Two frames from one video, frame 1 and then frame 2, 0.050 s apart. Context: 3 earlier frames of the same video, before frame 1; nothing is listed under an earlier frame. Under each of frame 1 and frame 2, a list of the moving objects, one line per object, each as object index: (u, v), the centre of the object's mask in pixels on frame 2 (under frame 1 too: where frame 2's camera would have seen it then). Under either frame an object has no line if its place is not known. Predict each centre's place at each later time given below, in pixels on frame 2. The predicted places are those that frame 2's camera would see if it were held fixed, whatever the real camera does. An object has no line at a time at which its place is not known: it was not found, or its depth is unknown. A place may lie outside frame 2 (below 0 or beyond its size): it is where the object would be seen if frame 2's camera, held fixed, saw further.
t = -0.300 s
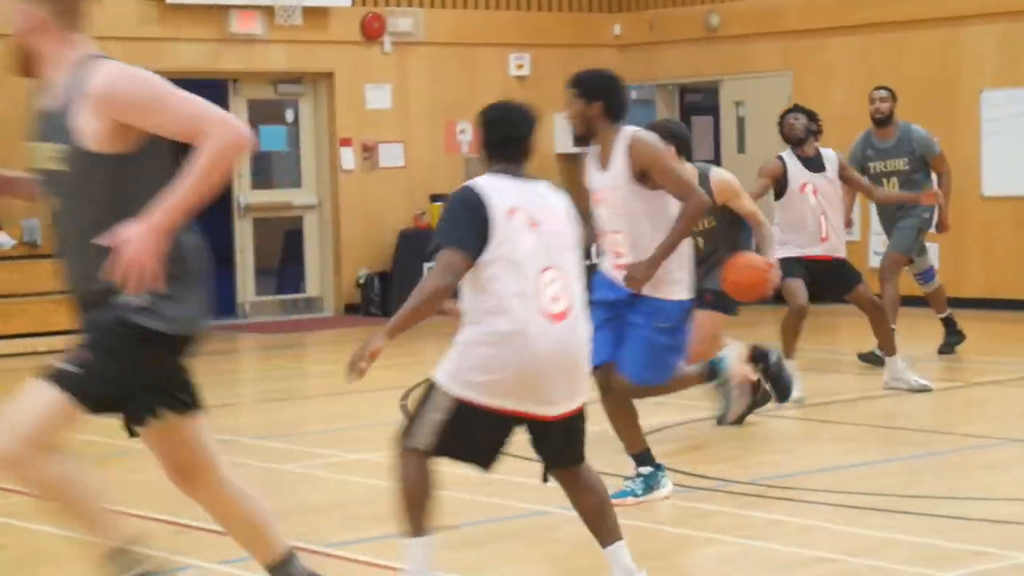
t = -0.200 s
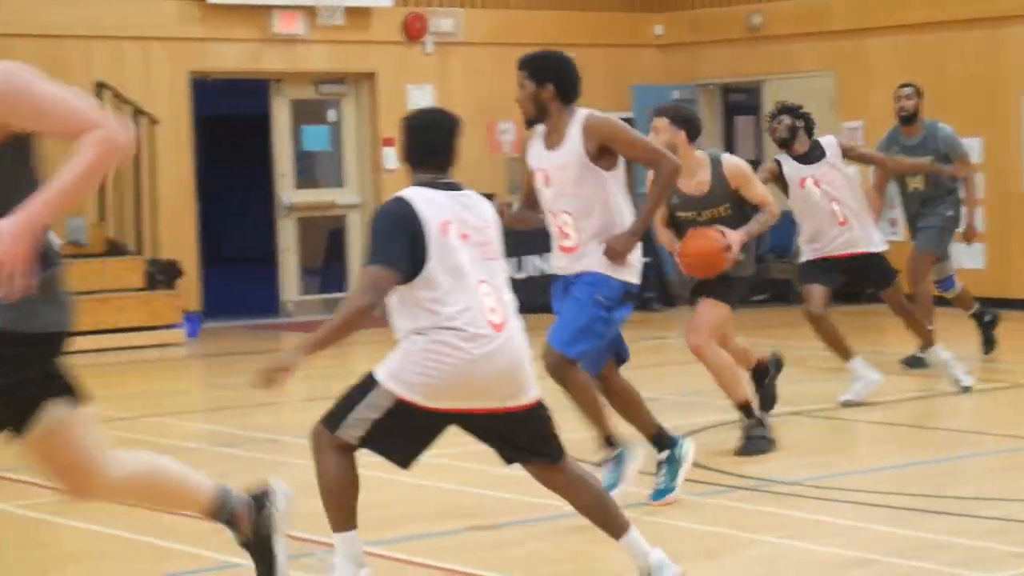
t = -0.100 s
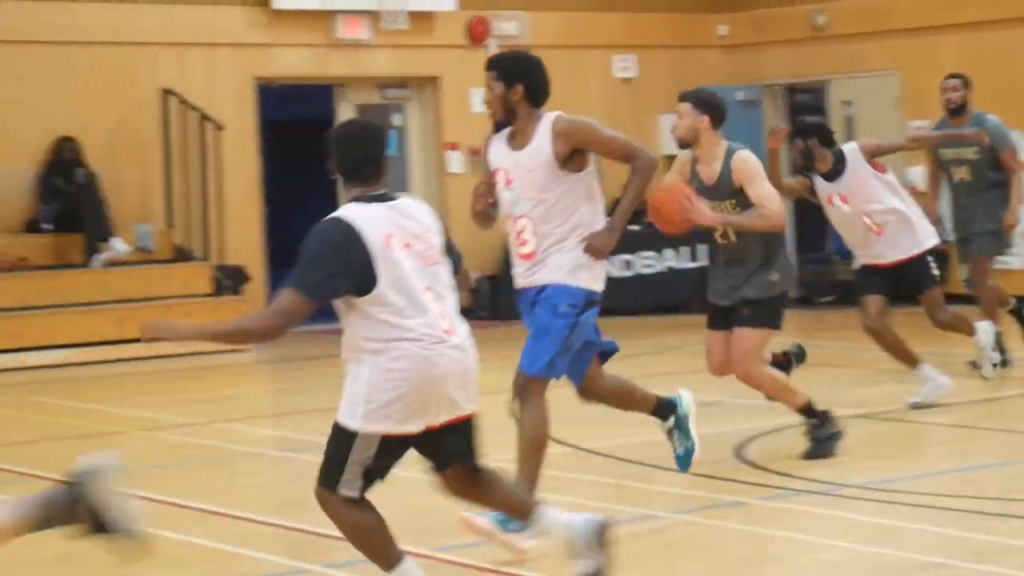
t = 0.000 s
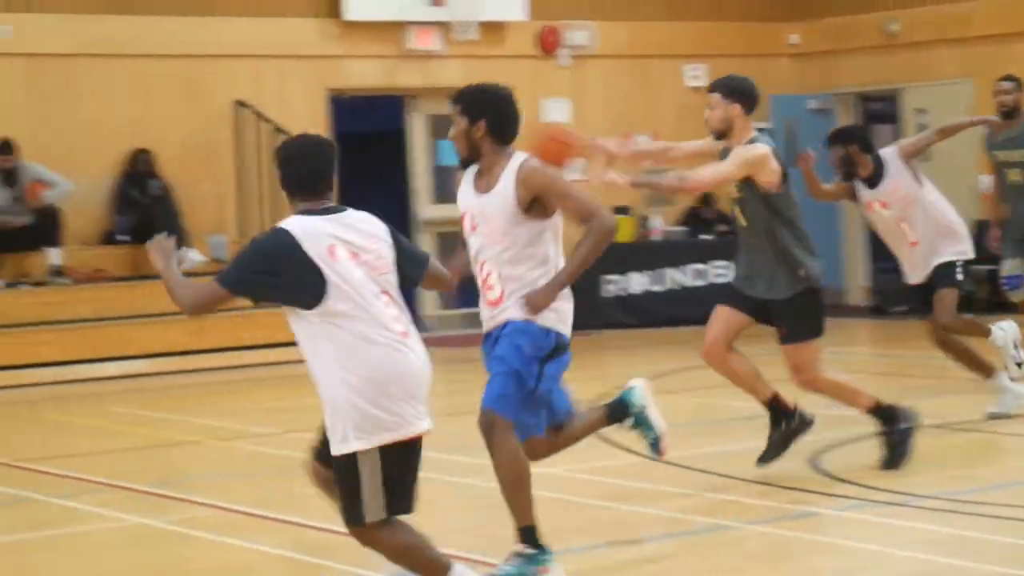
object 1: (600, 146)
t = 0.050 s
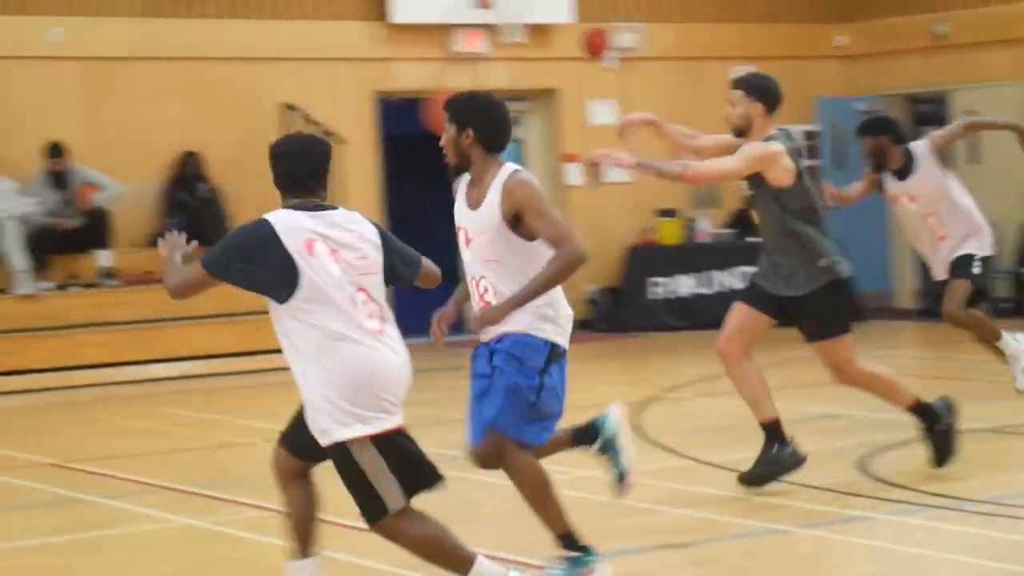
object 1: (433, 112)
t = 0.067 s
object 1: (404, 103)
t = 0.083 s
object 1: (358, 90)
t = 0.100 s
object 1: (311, 79)
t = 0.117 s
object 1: (261, 69)
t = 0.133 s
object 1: (211, 59)
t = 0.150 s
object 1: (162, 49)
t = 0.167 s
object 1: (111, 40)
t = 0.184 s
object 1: (63, 31)
